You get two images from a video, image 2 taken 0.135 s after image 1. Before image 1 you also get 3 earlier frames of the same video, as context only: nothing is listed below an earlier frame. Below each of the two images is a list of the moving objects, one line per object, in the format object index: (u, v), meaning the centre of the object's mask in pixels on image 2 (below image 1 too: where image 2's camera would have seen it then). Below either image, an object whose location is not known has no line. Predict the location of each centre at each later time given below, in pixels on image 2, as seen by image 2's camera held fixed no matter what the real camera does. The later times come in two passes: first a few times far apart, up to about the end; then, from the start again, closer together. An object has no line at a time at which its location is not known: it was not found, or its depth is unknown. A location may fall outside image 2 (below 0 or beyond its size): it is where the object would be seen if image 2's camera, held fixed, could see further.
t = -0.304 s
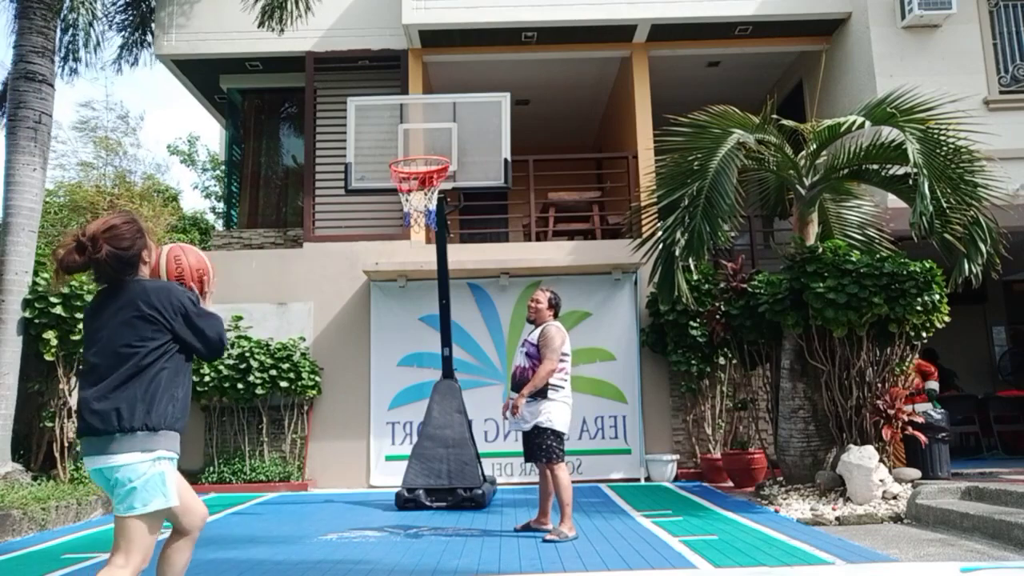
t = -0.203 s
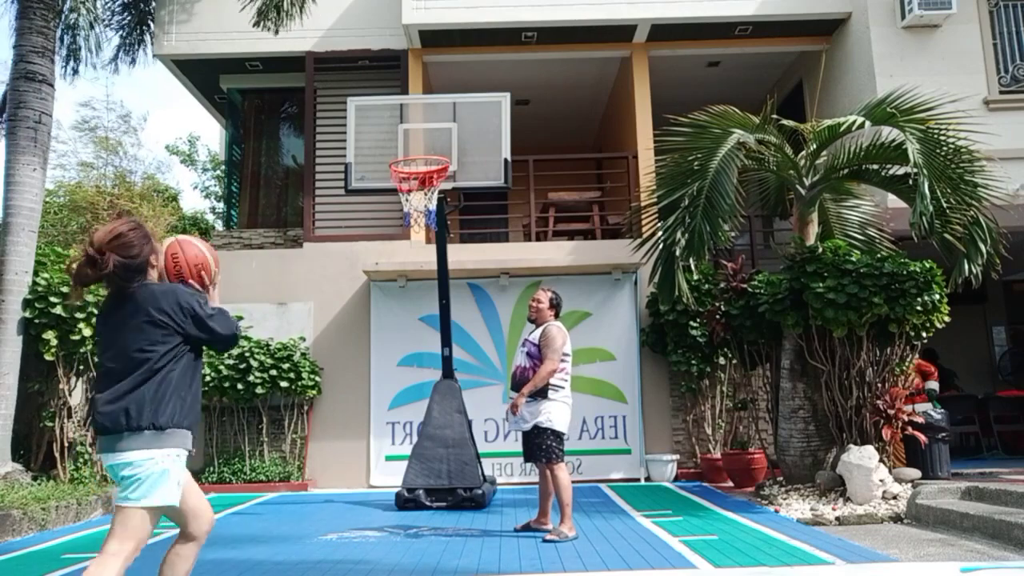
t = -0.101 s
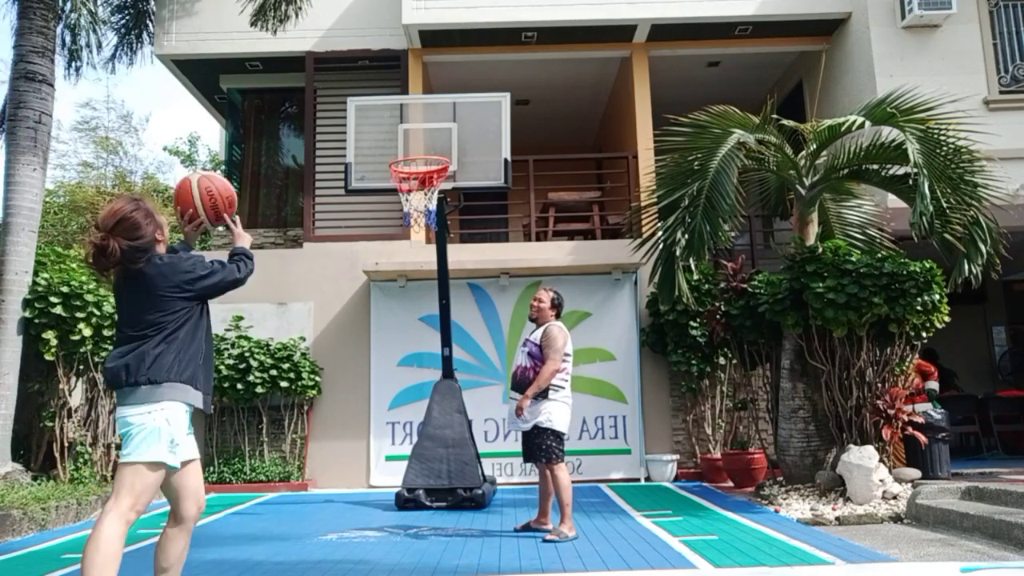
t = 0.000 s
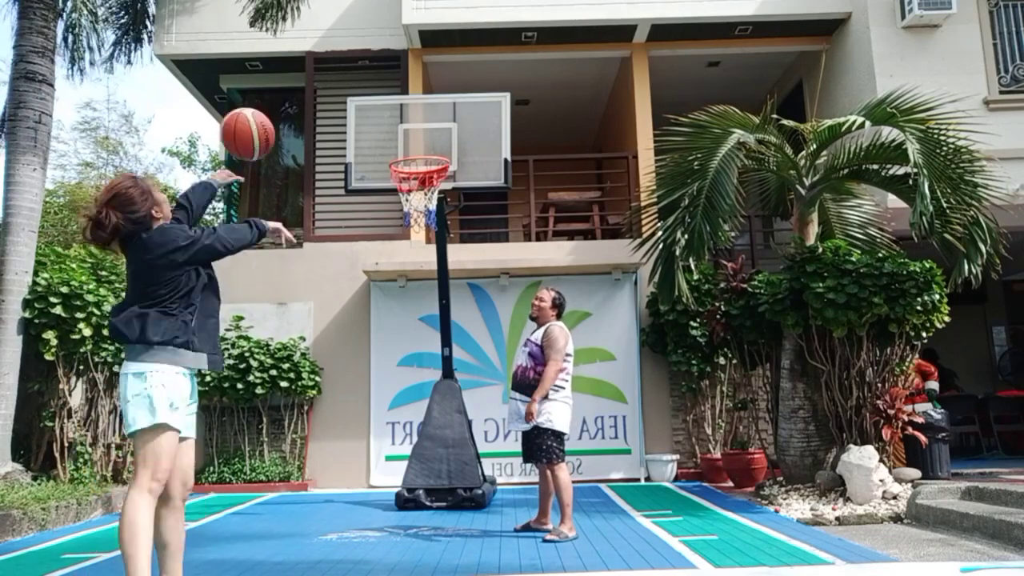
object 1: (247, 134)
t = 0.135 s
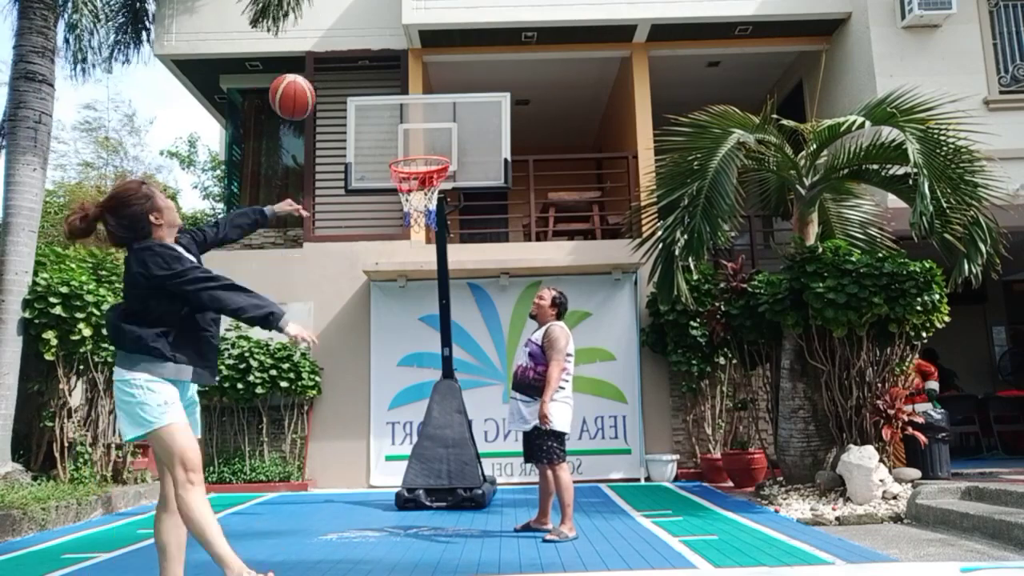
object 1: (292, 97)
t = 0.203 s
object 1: (310, 93)
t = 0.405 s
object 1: (352, 121)
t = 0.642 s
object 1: (386, 206)
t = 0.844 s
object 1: (408, 310)
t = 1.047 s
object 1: (411, 428)
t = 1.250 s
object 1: (369, 468)
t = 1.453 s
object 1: (310, 456)
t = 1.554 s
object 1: (282, 464)
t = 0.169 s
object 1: (301, 94)
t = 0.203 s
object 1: (310, 93)
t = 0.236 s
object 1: (318, 94)
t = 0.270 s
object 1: (325, 96)
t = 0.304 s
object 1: (332, 101)
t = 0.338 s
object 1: (339, 106)
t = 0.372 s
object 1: (346, 113)
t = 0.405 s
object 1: (352, 121)
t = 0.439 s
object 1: (357, 130)
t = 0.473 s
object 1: (363, 141)
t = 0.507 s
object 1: (368, 152)
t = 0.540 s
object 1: (372, 164)
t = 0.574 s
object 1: (377, 178)
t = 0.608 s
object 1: (381, 191)
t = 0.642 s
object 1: (386, 206)
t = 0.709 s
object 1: (394, 239)
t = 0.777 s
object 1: (402, 274)
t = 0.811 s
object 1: (405, 291)
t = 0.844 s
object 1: (408, 310)
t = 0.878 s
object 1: (412, 330)
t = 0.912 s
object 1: (415, 350)
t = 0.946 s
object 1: (418, 371)
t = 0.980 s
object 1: (419, 392)
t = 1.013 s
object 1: (415, 410)
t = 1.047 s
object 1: (411, 428)
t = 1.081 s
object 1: (406, 446)
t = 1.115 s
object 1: (401, 465)
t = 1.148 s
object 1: (396, 481)
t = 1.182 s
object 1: (391, 482)
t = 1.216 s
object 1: (380, 474)
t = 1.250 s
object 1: (369, 468)
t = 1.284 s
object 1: (359, 464)
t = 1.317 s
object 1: (349, 460)
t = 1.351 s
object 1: (339, 458)
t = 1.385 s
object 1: (329, 455)
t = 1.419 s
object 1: (319, 455)
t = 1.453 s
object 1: (310, 456)
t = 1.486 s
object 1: (301, 457)
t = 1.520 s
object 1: (292, 460)
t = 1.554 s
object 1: (282, 464)
